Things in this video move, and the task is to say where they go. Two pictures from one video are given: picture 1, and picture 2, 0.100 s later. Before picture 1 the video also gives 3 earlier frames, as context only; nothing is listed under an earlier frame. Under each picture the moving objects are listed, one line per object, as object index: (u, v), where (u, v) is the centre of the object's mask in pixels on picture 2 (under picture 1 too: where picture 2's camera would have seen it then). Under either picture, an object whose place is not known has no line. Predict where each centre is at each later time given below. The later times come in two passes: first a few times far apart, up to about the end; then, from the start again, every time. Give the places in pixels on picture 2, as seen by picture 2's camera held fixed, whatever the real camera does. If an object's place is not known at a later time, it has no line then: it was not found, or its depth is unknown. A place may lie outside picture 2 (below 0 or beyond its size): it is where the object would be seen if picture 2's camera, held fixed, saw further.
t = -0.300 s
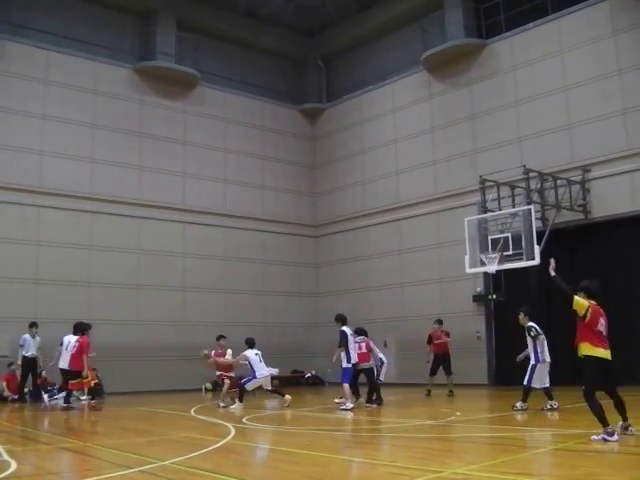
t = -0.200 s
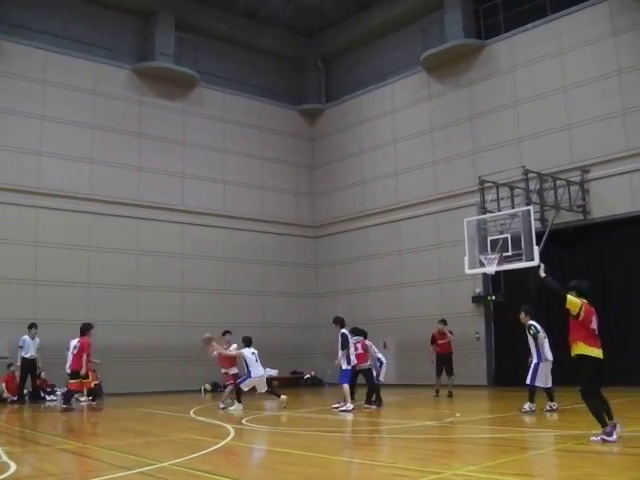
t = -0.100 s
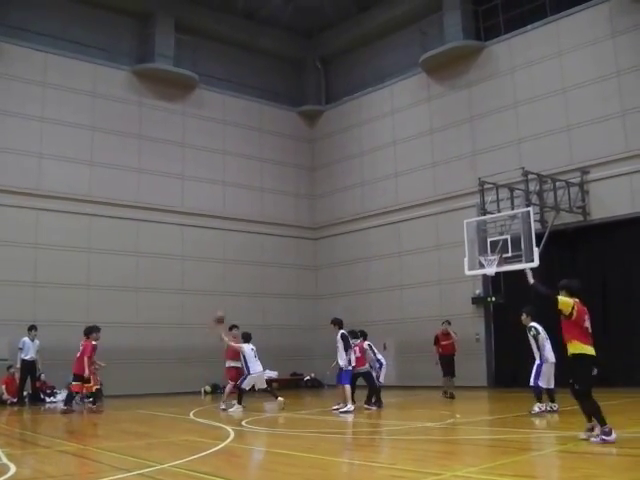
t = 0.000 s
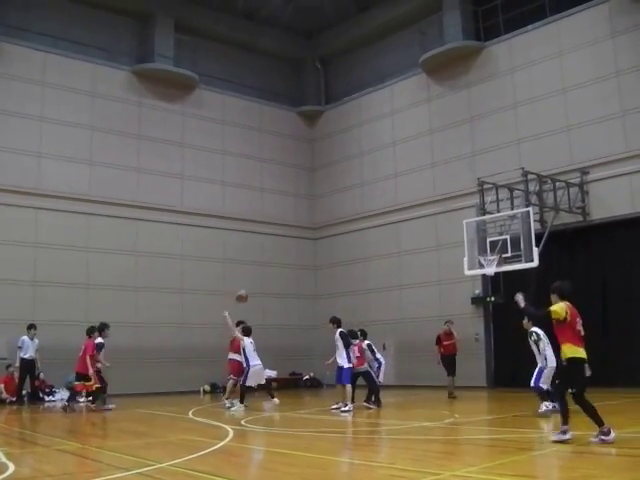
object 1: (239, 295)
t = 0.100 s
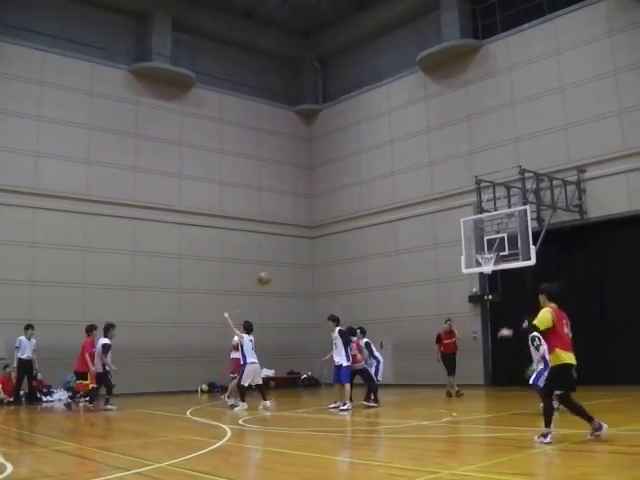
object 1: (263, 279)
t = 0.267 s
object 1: (311, 259)
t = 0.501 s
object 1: (396, 252)
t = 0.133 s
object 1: (272, 274)
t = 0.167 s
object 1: (281, 270)
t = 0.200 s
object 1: (291, 265)
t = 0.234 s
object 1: (300, 262)
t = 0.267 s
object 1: (311, 259)
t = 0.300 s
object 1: (322, 256)
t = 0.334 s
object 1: (333, 253)
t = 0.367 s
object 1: (344, 251)
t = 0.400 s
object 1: (356, 250)
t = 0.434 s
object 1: (368, 251)
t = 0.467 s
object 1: (382, 251)
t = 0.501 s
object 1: (396, 252)
